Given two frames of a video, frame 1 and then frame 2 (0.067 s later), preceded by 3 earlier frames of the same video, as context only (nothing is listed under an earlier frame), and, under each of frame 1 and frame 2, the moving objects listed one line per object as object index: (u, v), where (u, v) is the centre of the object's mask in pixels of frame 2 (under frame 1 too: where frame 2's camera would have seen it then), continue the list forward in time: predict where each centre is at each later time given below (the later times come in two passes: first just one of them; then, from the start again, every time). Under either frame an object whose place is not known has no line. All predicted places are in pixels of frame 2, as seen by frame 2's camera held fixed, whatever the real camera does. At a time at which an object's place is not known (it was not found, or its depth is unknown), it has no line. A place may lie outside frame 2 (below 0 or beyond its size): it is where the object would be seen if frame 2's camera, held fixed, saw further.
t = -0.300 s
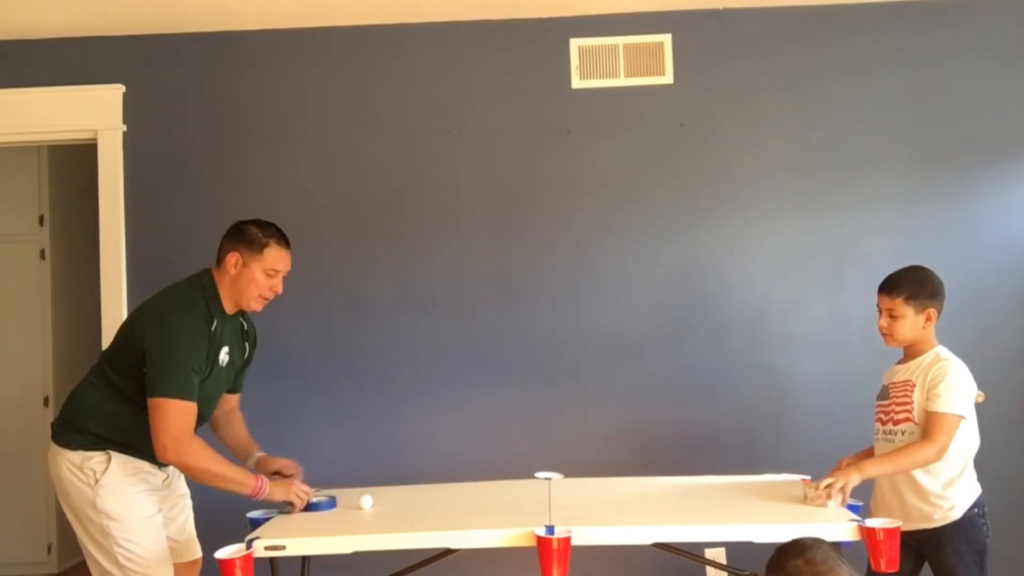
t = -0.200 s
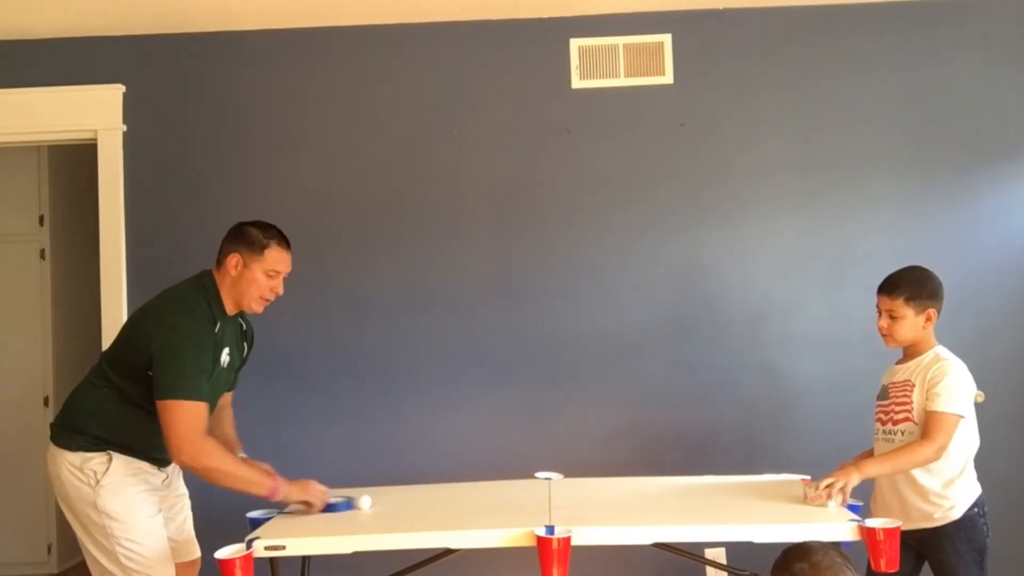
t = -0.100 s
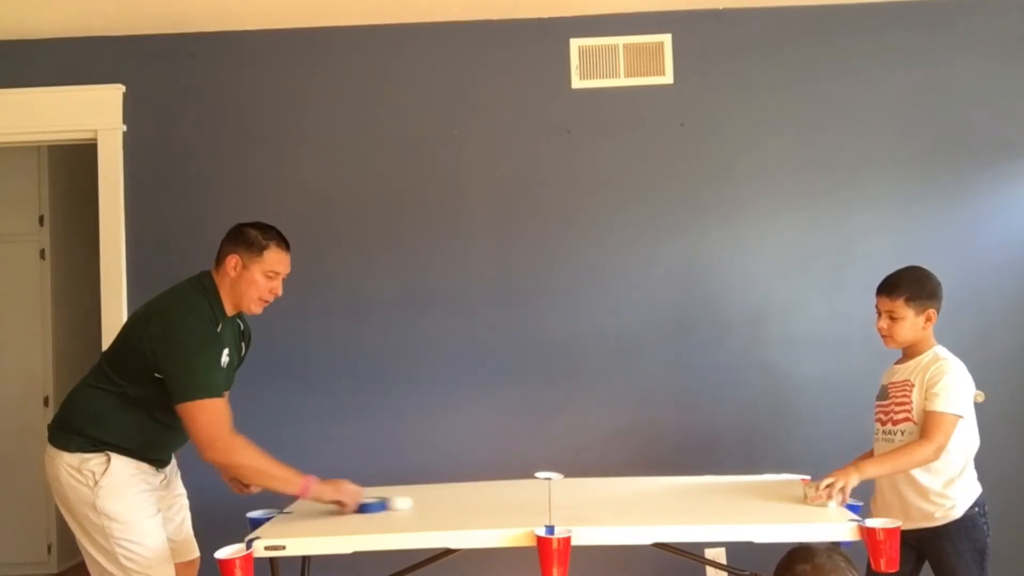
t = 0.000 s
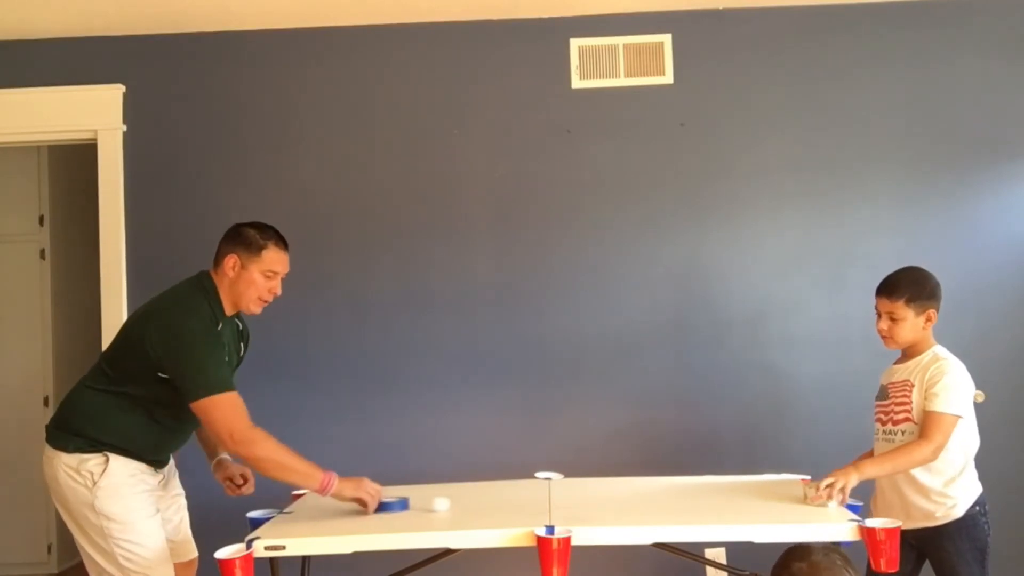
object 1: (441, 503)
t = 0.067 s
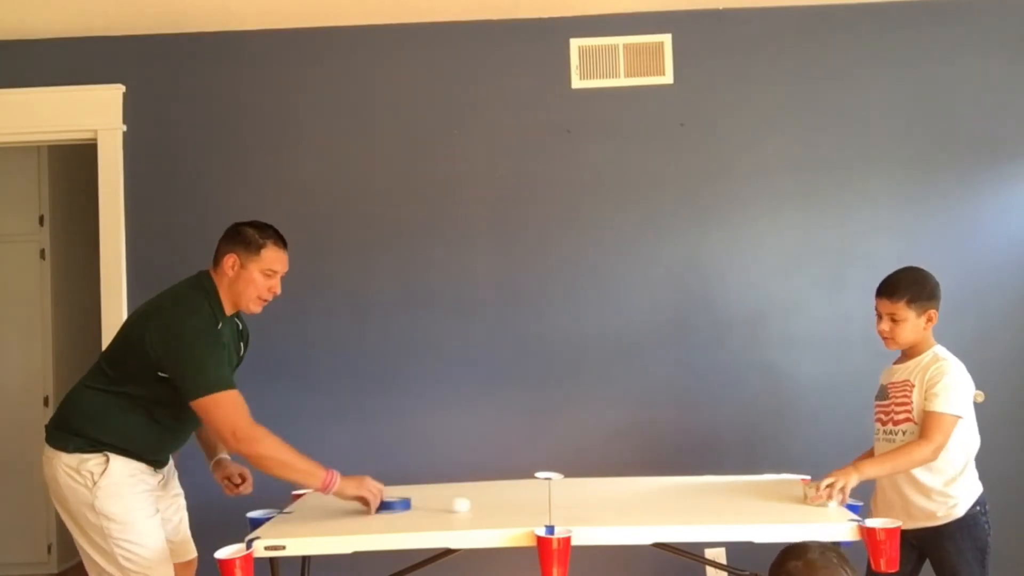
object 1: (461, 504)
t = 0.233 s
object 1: (508, 506)
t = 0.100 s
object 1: (471, 504)
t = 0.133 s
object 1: (480, 505)
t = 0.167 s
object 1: (490, 505)
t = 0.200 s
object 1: (499, 506)
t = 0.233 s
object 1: (508, 506)
